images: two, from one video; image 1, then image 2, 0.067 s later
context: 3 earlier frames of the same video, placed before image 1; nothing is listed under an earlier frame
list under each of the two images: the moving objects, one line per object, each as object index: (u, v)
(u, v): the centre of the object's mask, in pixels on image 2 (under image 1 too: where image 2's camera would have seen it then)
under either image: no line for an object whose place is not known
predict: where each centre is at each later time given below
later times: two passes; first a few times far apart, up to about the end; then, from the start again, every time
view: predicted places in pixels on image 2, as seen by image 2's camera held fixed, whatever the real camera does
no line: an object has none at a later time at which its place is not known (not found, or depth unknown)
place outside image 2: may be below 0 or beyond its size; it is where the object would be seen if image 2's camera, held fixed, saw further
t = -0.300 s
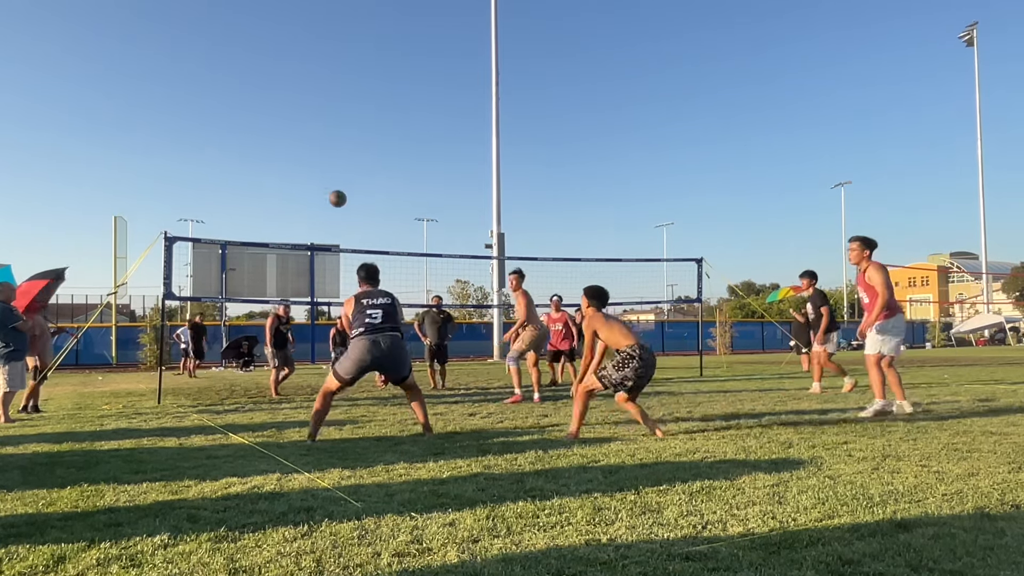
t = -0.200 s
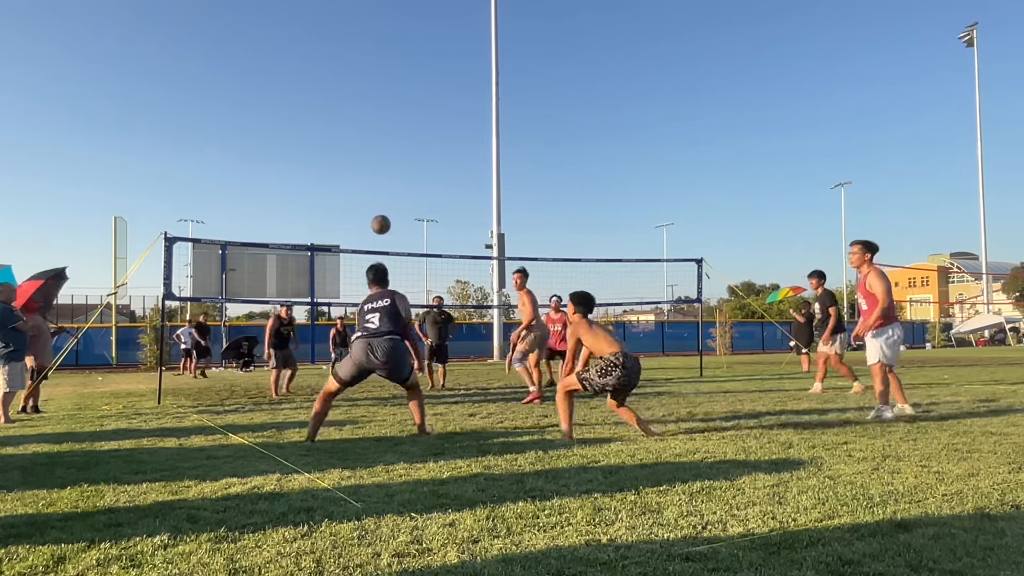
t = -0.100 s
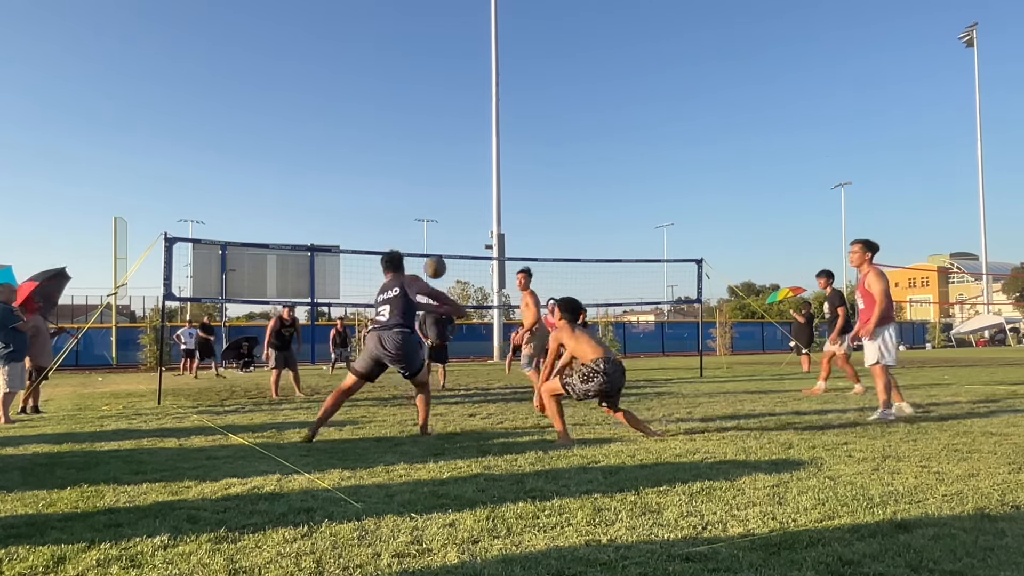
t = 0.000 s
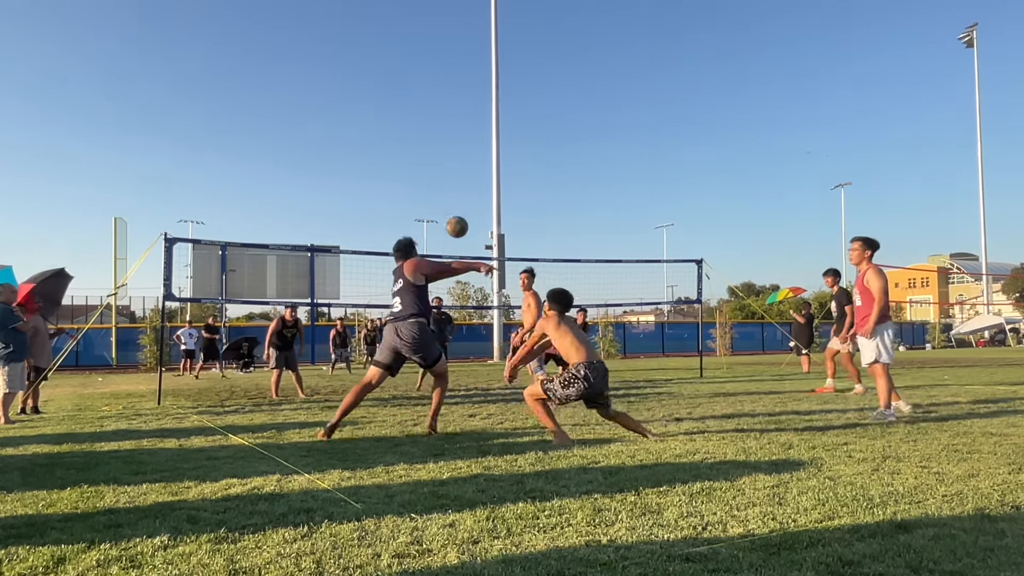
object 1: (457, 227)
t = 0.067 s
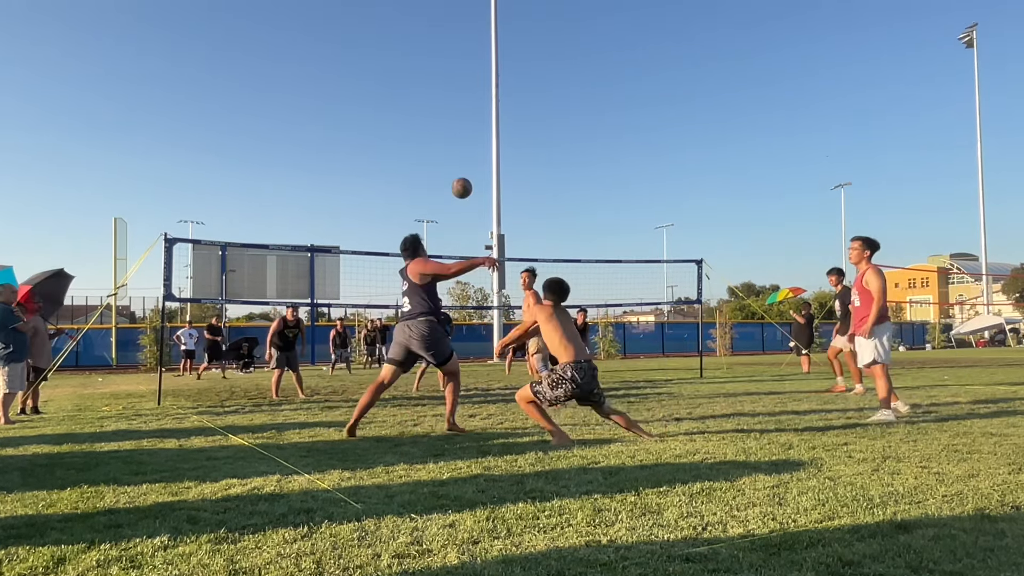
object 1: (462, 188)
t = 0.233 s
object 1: (470, 124)
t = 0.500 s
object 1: (479, 90)
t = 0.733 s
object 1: (484, 108)
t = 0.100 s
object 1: (464, 172)
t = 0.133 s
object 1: (466, 157)
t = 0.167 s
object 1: (467, 144)
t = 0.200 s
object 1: (469, 133)
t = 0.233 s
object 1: (470, 124)
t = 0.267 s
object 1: (471, 115)
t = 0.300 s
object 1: (472, 108)
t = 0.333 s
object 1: (473, 102)
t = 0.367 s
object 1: (474, 98)
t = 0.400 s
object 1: (476, 94)
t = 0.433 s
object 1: (476, 92)
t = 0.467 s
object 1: (477, 90)
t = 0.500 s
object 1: (479, 90)
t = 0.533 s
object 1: (480, 90)
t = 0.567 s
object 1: (480, 91)
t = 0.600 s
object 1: (481, 93)
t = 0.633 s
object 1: (481, 96)
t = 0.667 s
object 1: (483, 99)
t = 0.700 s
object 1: (484, 103)
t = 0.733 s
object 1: (484, 108)
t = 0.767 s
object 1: (484, 113)
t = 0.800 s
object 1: (485, 118)
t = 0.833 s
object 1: (485, 125)
